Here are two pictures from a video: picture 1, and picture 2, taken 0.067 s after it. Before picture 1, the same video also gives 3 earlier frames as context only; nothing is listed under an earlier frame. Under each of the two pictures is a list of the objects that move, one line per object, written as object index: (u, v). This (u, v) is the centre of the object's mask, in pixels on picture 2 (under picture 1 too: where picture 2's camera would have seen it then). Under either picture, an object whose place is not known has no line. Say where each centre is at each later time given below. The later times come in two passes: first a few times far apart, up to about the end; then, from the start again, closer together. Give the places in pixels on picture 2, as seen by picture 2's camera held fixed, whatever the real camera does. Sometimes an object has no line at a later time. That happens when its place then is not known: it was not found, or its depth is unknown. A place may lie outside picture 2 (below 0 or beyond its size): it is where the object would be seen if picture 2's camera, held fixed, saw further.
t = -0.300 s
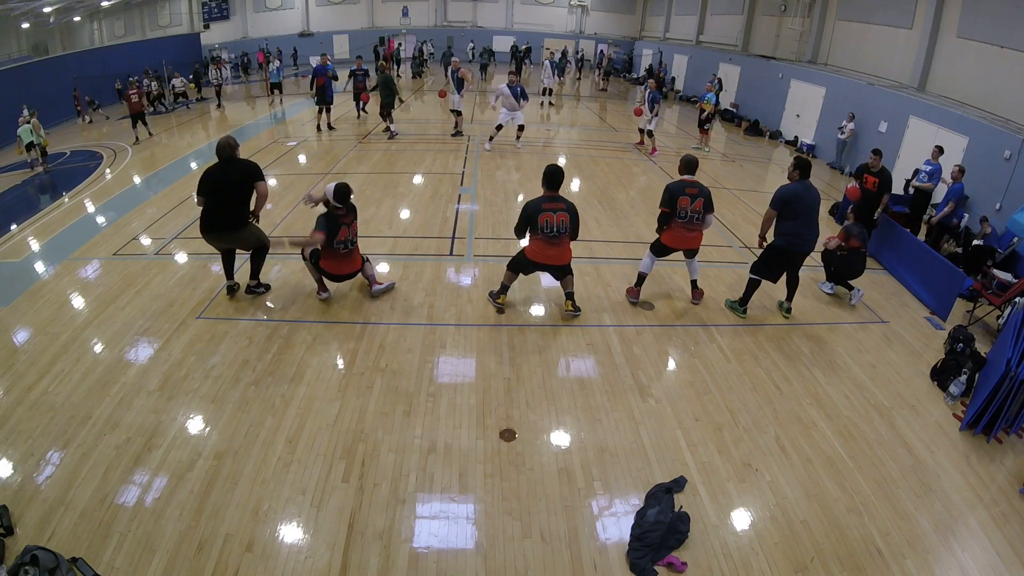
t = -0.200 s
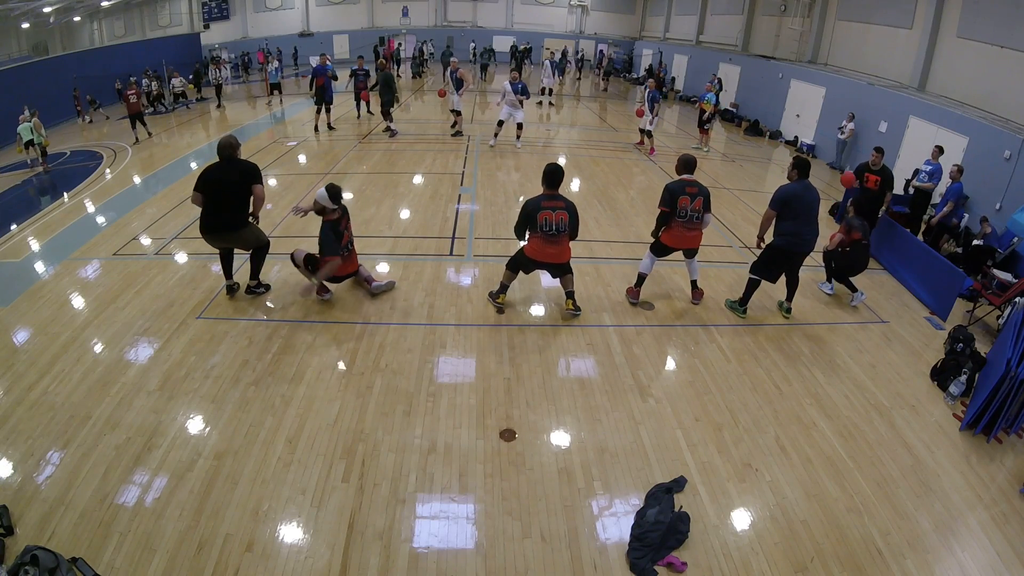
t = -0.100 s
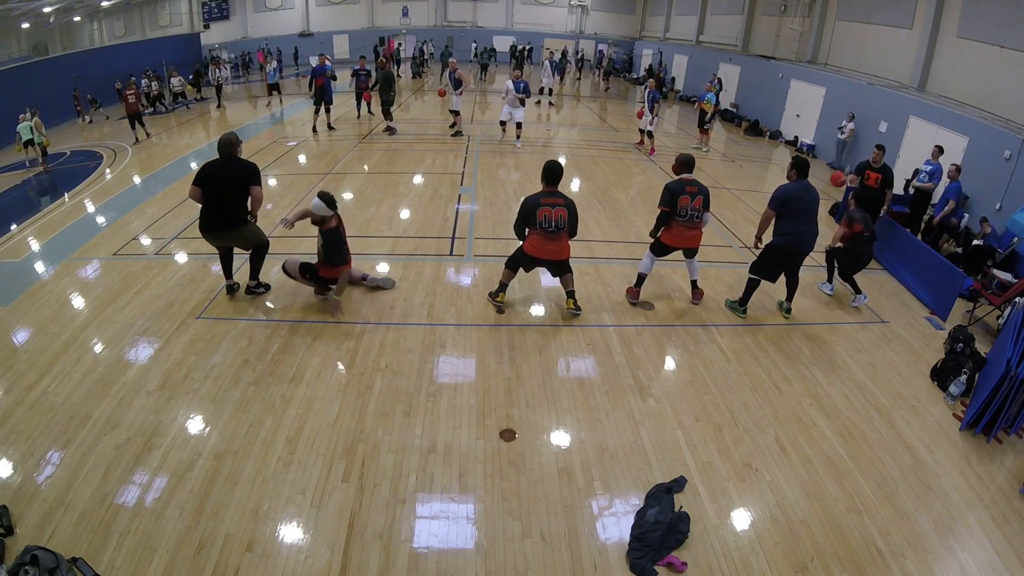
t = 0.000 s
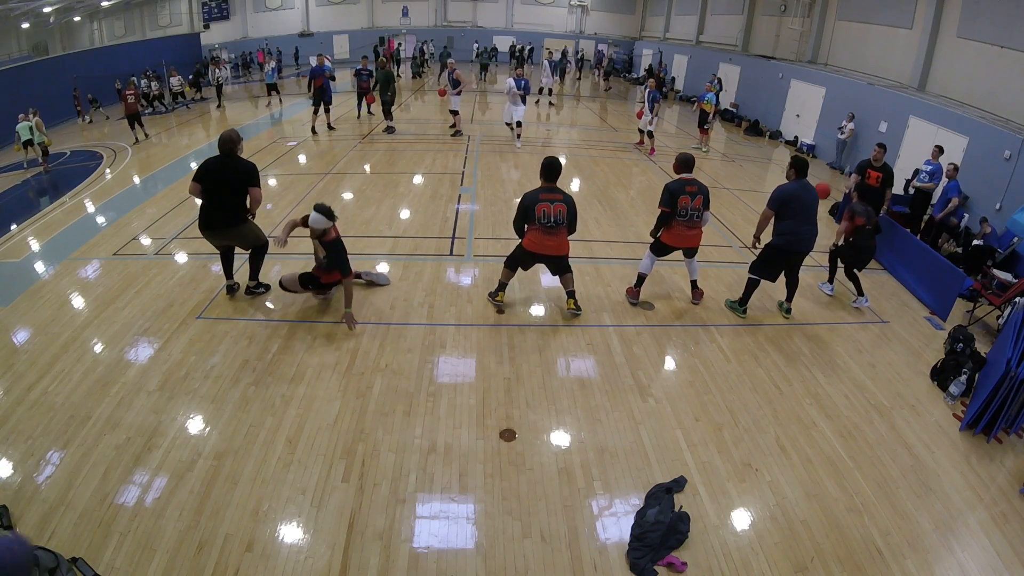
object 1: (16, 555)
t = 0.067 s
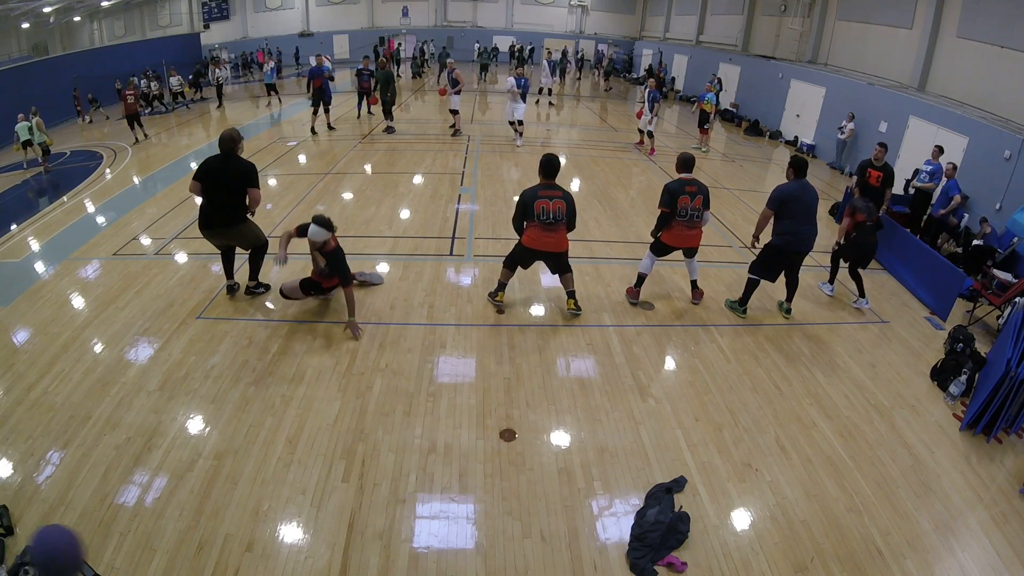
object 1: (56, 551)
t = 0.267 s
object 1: (246, 553)
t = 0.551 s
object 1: (447, 553)
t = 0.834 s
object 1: (563, 511)
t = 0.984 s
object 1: (617, 519)
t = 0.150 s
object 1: (129, 550)
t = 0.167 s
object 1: (144, 550)
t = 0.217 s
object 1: (194, 551)
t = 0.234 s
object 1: (211, 552)
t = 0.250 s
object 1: (229, 552)
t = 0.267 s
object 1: (246, 553)
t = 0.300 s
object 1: (279, 556)
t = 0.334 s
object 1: (311, 558)
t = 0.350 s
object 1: (328, 558)
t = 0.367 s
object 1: (342, 559)
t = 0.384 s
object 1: (357, 559)
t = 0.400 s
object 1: (371, 560)
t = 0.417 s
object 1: (385, 561)
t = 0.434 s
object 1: (398, 562)
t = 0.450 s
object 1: (412, 563)
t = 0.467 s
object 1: (422, 565)
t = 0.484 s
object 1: (427, 563)
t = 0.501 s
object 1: (431, 561)
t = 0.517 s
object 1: (437, 559)
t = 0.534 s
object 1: (442, 556)
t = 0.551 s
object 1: (447, 553)
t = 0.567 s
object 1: (453, 549)
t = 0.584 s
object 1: (459, 545)
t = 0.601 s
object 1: (465, 542)
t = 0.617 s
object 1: (471, 538)
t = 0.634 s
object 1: (478, 534)
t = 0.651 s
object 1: (485, 531)
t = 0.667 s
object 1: (491, 528)
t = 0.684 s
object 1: (498, 525)
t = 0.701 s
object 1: (505, 522)
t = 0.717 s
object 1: (512, 520)
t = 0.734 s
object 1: (520, 518)
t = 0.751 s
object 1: (527, 516)
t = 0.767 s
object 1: (535, 515)
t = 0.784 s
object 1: (542, 513)
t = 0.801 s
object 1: (549, 512)
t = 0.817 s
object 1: (556, 512)
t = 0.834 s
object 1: (563, 511)
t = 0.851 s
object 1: (570, 511)
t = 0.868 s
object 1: (576, 511)
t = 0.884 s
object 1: (583, 511)
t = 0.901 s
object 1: (589, 512)
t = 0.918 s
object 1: (595, 513)
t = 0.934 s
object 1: (601, 514)
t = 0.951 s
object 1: (606, 516)
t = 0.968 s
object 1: (612, 517)
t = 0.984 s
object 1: (617, 519)
